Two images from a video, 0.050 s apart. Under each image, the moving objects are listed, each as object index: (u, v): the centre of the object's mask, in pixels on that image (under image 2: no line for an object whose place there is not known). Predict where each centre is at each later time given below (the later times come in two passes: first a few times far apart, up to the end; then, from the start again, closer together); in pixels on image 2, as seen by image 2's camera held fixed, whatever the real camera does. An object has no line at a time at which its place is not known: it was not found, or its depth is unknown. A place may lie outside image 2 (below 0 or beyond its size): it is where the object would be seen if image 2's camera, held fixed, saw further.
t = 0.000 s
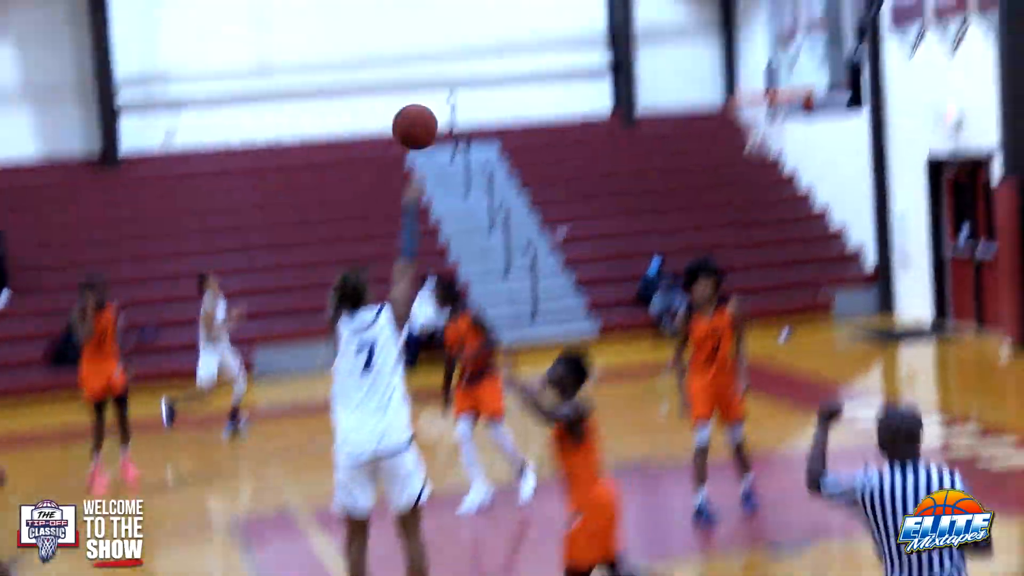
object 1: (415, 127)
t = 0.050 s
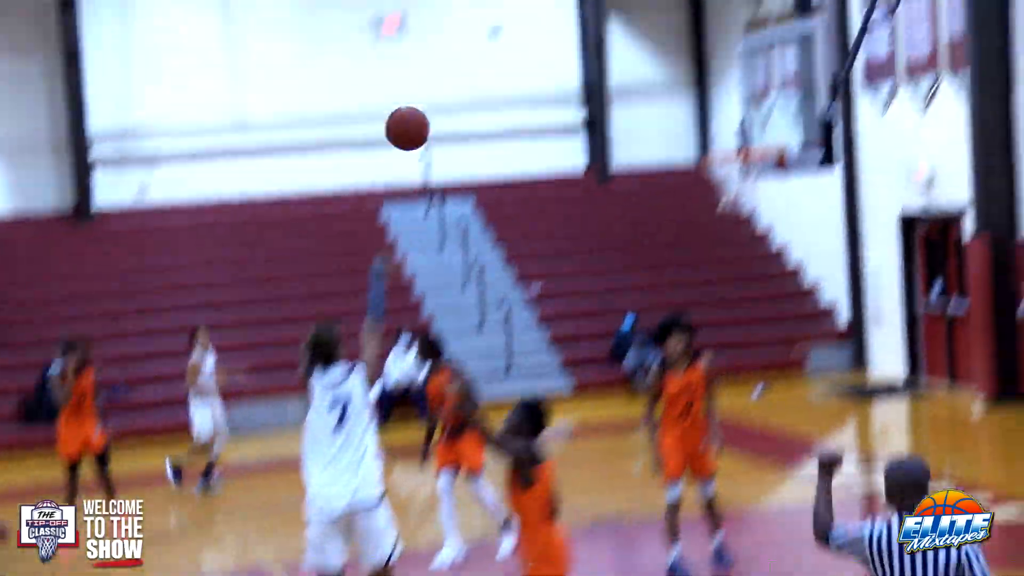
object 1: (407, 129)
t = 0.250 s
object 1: (465, -16)
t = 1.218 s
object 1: (726, 170)
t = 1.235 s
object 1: (734, 175)
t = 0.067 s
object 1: (413, 113)
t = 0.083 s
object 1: (418, 98)
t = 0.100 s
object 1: (424, 83)
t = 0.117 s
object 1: (428, 70)
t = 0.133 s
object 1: (433, 57)
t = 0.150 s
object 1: (437, 45)
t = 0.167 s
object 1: (442, 33)
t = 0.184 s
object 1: (446, 22)
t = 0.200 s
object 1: (451, 12)
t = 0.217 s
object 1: (455, 2)
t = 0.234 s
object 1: (460, -8)
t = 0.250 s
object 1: (465, -16)
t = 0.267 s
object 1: (469, -25)
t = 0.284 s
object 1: (474, -33)
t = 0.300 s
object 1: (479, -39)
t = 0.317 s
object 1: (483, -46)
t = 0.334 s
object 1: (488, -52)
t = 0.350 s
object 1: (493, -58)
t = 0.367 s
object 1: (497, -63)
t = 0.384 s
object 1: (502, -67)
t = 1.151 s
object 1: (707, 131)
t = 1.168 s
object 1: (711, 143)
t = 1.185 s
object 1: (716, 153)
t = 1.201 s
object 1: (721, 162)
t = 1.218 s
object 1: (726, 170)
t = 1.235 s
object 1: (734, 175)
